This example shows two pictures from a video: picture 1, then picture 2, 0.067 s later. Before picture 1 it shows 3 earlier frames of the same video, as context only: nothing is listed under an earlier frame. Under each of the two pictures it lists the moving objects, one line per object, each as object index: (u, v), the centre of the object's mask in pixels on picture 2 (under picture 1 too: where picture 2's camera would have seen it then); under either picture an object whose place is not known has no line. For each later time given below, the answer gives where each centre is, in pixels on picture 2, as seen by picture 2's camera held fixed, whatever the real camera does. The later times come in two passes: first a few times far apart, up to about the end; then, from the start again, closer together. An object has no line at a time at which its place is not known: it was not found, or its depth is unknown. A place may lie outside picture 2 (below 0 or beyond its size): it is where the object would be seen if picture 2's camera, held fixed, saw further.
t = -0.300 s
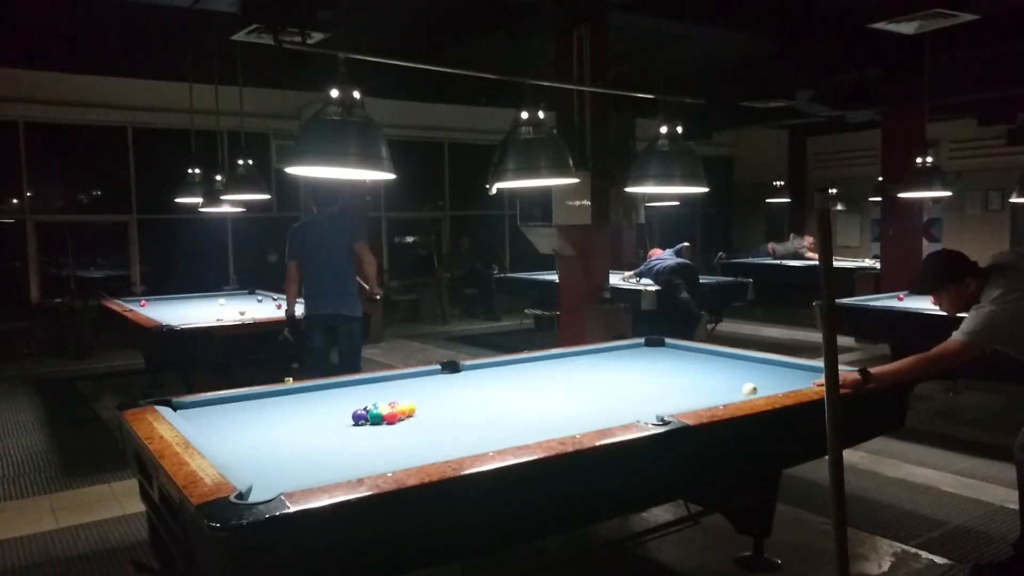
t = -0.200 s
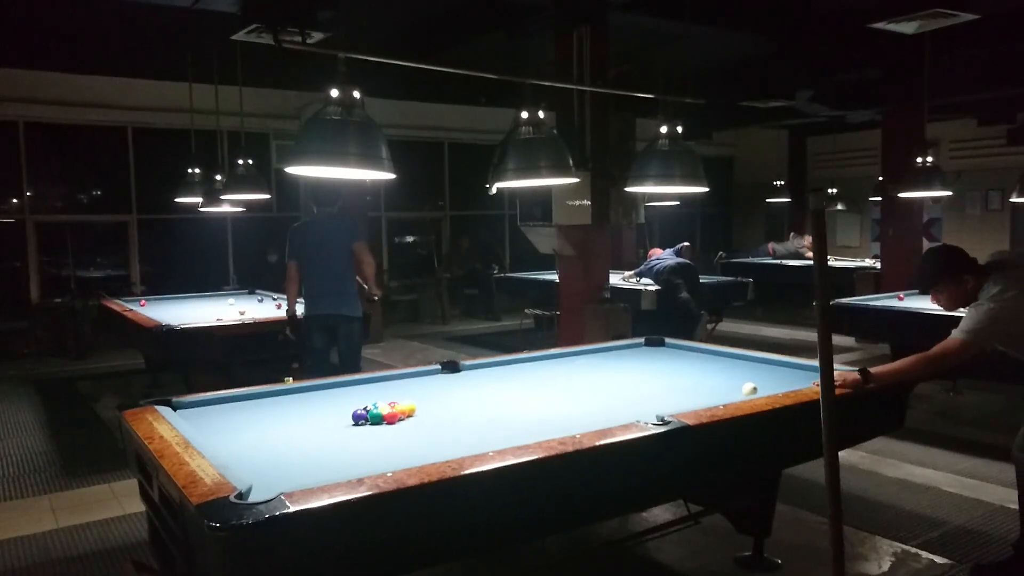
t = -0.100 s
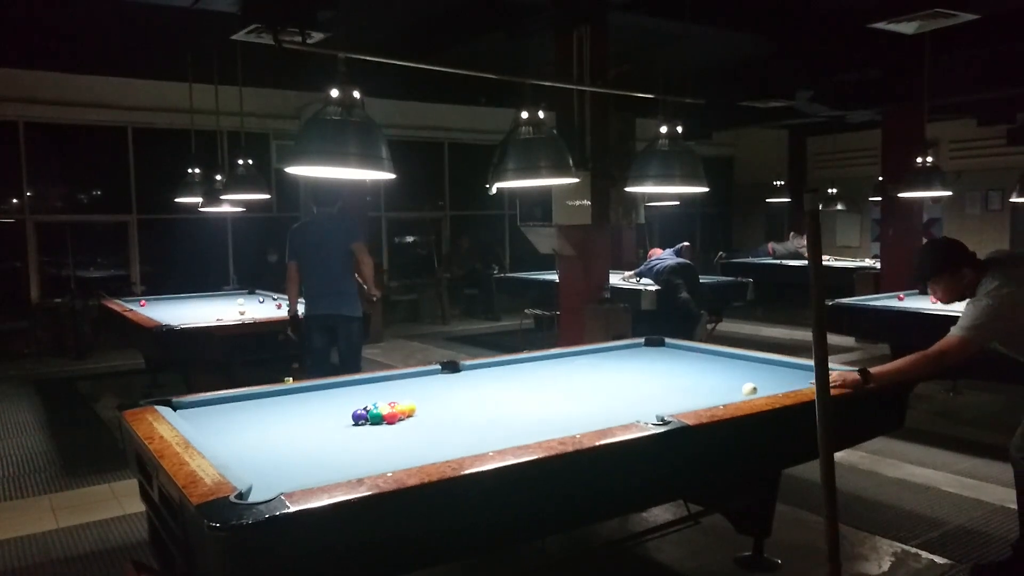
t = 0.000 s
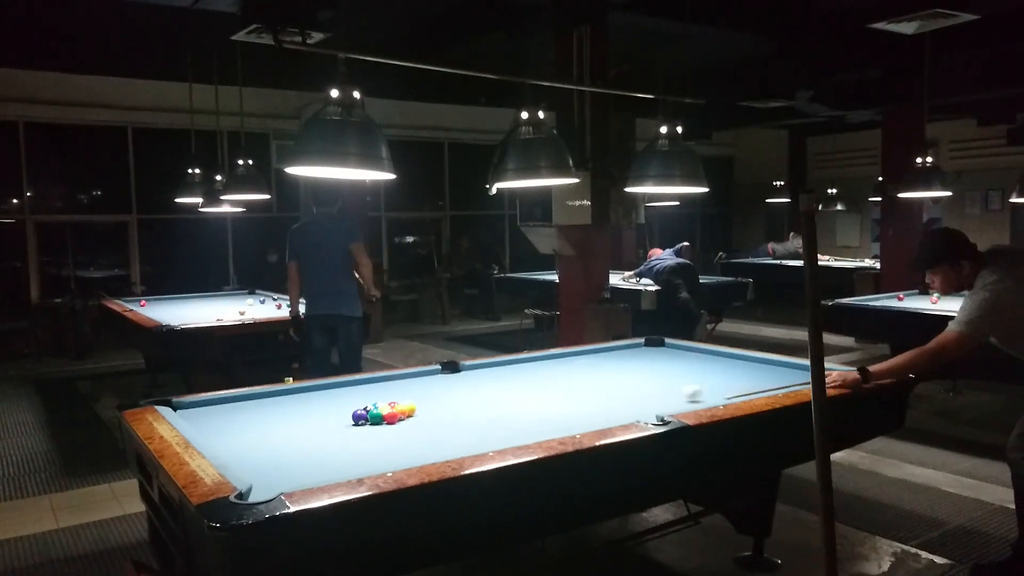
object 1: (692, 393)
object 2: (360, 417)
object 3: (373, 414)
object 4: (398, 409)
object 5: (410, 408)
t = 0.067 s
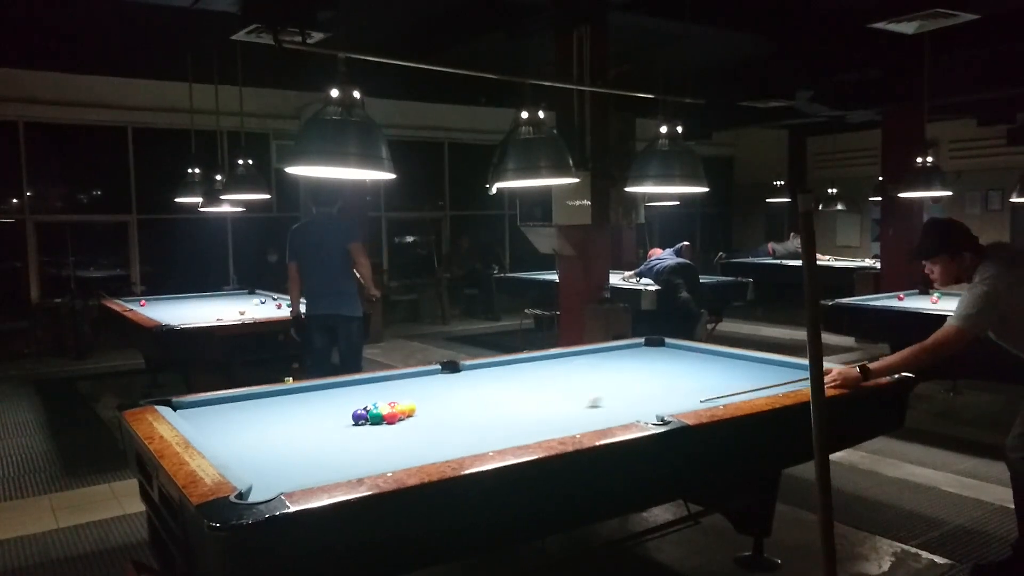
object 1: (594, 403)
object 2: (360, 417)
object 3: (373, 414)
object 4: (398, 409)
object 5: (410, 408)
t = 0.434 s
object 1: (425, 416)
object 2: (287, 442)
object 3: (367, 428)
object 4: (392, 415)
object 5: (418, 397)
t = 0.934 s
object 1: (430, 435)
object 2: (310, 456)
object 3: (349, 453)
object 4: (376, 427)
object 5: (433, 379)
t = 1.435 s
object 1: (435, 451)
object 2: (415, 450)
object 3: (340, 470)
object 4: (361, 435)
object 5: (462, 370)
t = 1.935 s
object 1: (429, 452)
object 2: (508, 439)
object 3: (357, 451)
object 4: (346, 441)
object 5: (509, 370)
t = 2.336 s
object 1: (423, 450)
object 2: (539, 431)
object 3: (366, 437)
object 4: (338, 445)
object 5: (543, 370)
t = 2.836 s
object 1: (418, 448)
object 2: (569, 422)
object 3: (374, 424)
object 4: (330, 450)
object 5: (582, 370)
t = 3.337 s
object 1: (414, 445)
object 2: (592, 414)
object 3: (380, 414)
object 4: (324, 453)
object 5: (617, 370)
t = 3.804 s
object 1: (413, 445)
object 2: (610, 408)
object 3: (384, 406)
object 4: (321, 453)
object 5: (646, 370)
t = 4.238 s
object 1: (413, 444)
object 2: (623, 402)
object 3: (385, 400)
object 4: (321, 453)
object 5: (668, 370)
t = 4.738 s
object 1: (413, 444)
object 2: (634, 399)
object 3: (387, 396)
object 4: (321, 452)
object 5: (690, 370)
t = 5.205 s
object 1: (413, 445)
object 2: (642, 396)
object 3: (387, 393)
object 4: (321, 453)
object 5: (706, 370)
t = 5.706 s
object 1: (413, 444)
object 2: (647, 393)
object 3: (387, 391)
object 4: (321, 452)
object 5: (719, 370)
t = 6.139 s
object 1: (413, 445)
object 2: (649, 392)
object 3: (387, 390)
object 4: (321, 452)
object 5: (726, 370)
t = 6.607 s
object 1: (413, 444)
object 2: (650, 392)
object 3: (386, 390)
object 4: (320, 453)
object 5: (729, 370)
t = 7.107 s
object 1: (413, 444)
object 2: (650, 392)
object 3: (386, 390)
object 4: (321, 452)
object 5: (729, 370)
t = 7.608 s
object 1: (413, 445)
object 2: (650, 392)
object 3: (386, 390)
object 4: (321, 452)
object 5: (729, 370)
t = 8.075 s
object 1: (413, 445)
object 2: (650, 392)
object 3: (386, 390)
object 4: (321, 453)
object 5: (729, 370)
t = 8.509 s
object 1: (413, 445)
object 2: (650, 392)
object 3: (386, 390)
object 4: (321, 452)
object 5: (729, 370)
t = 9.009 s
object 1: (413, 444)
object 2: (650, 392)
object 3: (386, 390)
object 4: (321, 452)
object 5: (729, 370)
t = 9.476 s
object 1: (413, 445)
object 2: (650, 392)
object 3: (386, 390)
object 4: (321, 453)
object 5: (729, 370)
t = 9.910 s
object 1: (413, 445)
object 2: (650, 392)
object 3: (386, 390)
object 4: (321, 452)
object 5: (729, 370)
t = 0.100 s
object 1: (545, 406)
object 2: (360, 417)
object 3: (373, 414)
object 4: (398, 409)
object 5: (410, 408)
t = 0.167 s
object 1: (445, 411)
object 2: (360, 417)
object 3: (373, 414)
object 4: (398, 409)
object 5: (410, 408)
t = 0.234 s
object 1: (424, 411)
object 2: (343, 422)
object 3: (366, 416)
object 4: (397, 409)
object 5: (411, 406)
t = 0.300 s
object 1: (425, 412)
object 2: (324, 430)
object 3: (371, 422)
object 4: (397, 412)
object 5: (413, 403)
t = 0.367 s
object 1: (425, 415)
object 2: (305, 436)
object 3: (369, 425)
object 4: (394, 414)
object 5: (416, 400)
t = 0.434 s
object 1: (425, 416)
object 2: (287, 442)
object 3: (367, 428)
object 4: (392, 415)
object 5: (418, 397)
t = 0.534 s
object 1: (426, 420)
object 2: (257, 452)
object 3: (364, 433)
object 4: (389, 418)
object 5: (421, 393)
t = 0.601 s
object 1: (427, 423)
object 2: (237, 458)
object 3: (361, 436)
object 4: (386, 420)
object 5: (424, 391)
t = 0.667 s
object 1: (428, 425)
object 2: (249, 459)
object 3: (359, 440)
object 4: (385, 422)
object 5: (425, 388)
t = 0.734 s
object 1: (429, 428)
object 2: (265, 458)
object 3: (357, 443)
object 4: (382, 423)
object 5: (428, 386)
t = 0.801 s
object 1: (429, 430)
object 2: (280, 457)
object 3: (354, 446)
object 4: (380, 424)
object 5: (429, 383)
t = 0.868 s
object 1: (430, 433)
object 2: (295, 456)
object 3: (351, 450)
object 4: (378, 425)
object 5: (431, 381)
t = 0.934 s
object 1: (430, 435)
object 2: (310, 456)
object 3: (349, 453)
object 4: (376, 427)
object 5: (433, 379)
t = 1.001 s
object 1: (431, 438)
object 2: (325, 455)
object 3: (346, 458)
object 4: (374, 428)
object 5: (435, 377)
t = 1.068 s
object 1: (432, 440)
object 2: (338, 449)
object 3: (343, 461)
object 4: (372, 428)
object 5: (436, 375)
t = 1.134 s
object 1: (432, 443)
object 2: (354, 453)
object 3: (341, 465)
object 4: (370, 430)
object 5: (438, 373)
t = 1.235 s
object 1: (433, 447)
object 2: (375, 452)
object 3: (336, 469)
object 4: (367, 432)
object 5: (442, 371)
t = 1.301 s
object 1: (434, 448)
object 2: (388, 451)
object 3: (333, 471)
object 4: (365, 433)
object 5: (449, 371)
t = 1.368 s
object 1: (434, 449)
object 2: (402, 450)
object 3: (337, 472)
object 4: (363, 434)
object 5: (455, 370)
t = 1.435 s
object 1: (435, 451)
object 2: (415, 450)
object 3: (340, 470)
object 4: (361, 435)
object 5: (462, 370)
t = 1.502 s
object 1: (435, 452)
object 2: (427, 446)
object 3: (343, 468)
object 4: (359, 436)
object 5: (468, 370)
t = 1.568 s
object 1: (436, 453)
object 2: (443, 445)
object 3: (346, 466)
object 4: (357, 436)
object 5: (475, 370)
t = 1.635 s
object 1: (434, 453)
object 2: (454, 446)
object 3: (348, 463)
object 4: (356, 437)
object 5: (482, 370)
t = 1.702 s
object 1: (433, 453)
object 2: (466, 444)
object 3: (350, 460)
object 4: (354, 438)
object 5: (488, 370)
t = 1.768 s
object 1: (432, 452)
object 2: (479, 443)
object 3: (352, 457)
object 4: (352, 439)
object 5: (494, 370)
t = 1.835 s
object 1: (430, 453)
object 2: (490, 442)
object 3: (354, 455)
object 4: (350, 439)
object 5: (500, 370)
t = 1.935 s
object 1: (429, 452)
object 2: (508, 439)
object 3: (357, 451)
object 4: (346, 441)
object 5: (509, 370)
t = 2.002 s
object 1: (428, 452)
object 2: (515, 438)
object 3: (358, 448)
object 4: (345, 442)
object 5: (515, 370)
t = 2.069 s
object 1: (427, 451)
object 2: (520, 437)
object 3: (360, 446)
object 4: (344, 443)
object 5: (521, 370)
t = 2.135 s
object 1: (426, 451)
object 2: (525, 435)
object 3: (362, 444)
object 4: (342, 444)
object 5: (526, 370)
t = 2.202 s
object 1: (425, 451)
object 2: (530, 434)
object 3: (363, 441)
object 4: (341, 445)
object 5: (532, 370)
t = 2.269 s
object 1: (424, 450)
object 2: (535, 432)
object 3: (364, 439)
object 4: (340, 445)
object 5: (538, 370)
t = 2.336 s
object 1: (423, 450)
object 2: (539, 431)
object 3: (366, 437)
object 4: (338, 445)
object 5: (543, 370)
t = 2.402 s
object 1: (422, 450)
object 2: (544, 430)
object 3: (367, 435)
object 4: (337, 446)
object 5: (548, 370)
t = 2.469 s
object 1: (422, 450)
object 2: (548, 429)
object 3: (369, 433)
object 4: (336, 448)
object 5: (554, 370)
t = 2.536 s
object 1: (421, 450)
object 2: (552, 427)
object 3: (370, 431)
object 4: (335, 448)
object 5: (560, 370)
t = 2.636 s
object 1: (420, 448)
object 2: (558, 425)
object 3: (371, 429)
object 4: (333, 448)
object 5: (567, 370)
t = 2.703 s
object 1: (419, 448)
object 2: (562, 425)
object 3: (372, 427)
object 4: (331, 449)
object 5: (572, 370)
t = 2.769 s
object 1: (418, 448)
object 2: (566, 423)
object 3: (373, 426)
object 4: (330, 450)
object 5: (577, 370)
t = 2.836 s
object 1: (418, 448)
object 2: (569, 422)
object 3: (374, 424)
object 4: (330, 450)
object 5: (582, 370)
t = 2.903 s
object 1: (417, 448)
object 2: (573, 421)
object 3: (375, 422)
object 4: (329, 450)
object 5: (587, 370)
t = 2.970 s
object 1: (416, 448)
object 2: (576, 420)
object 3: (376, 421)
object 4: (328, 451)
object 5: (592, 370)
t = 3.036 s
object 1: (415, 448)
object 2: (579, 419)
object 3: (377, 420)
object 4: (327, 451)
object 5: (597, 370)
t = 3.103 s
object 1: (415, 447)
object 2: (582, 418)
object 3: (377, 418)
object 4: (326, 452)
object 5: (601, 370)
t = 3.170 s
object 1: (415, 446)
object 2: (585, 417)
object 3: (378, 416)
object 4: (325, 452)
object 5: (606, 370)
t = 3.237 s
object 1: (414, 446)
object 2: (588, 416)
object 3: (379, 415)
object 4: (325, 452)
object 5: (611, 370)
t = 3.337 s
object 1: (414, 445)
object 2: (592, 414)
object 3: (380, 414)
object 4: (324, 453)
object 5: (617, 370)
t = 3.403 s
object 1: (413, 445)
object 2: (595, 413)
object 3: (380, 412)
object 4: (323, 453)
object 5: (621, 370)
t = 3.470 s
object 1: (413, 445)
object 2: (598, 412)
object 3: (381, 411)
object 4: (323, 453)
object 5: (626, 370)
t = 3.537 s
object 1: (413, 445)
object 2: (600, 411)
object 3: (382, 410)
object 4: (322, 453)
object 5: (630, 370)
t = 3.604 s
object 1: (413, 445)
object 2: (603, 410)
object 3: (382, 409)
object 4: (322, 453)
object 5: (634, 370)
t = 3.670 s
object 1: (413, 445)
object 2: (605, 409)
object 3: (383, 408)
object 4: (321, 453)
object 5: (638, 370)
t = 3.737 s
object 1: (413, 445)
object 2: (607, 408)
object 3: (383, 407)
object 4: (321, 453)
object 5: (642, 370)
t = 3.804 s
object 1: (413, 445)
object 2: (610, 408)
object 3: (384, 406)
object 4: (321, 453)
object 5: (646, 370)
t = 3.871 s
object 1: (413, 444)
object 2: (612, 407)
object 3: (384, 405)
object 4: (321, 453)
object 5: (649, 370)
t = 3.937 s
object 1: (413, 444)
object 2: (614, 406)
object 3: (384, 404)
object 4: (321, 453)
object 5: (653, 370)
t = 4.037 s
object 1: (413, 444)
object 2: (617, 405)
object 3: (385, 403)
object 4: (321, 453)
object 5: (658, 370)
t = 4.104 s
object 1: (413, 444)
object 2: (619, 404)
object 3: (385, 402)
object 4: (321, 453)
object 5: (662, 370)
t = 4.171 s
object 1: (413, 444)
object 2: (621, 403)
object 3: (385, 401)
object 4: (321, 453)
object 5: (665, 370)
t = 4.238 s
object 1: (413, 444)
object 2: (623, 402)
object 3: (385, 400)
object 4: (321, 453)
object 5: (668, 370)
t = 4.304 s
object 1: (413, 444)
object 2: (625, 402)
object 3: (386, 400)
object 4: (321, 453)
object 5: (672, 370)
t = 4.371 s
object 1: (413, 445)
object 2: (626, 401)
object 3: (386, 399)
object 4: (321, 453)
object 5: (675, 370)
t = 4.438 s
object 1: (413, 444)
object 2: (628, 401)
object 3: (386, 398)
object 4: (321, 452)
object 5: (678, 370)
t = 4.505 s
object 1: (413, 444)
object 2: (629, 400)
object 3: (387, 398)
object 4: (321, 453)
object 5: (681, 370)
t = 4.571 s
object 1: (413, 445)
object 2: (631, 400)
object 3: (386, 397)
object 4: (321, 452)
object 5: (683, 370)
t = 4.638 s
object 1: (413, 444)
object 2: (632, 399)
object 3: (387, 396)
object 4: (321, 453)
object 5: (686, 370)
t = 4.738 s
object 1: (413, 444)
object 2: (634, 399)
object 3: (387, 396)
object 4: (321, 452)
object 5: (690, 370)
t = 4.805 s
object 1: (413, 444)
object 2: (636, 398)
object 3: (387, 395)
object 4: (320, 453)
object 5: (693, 370)
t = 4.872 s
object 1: (413, 445)
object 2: (637, 398)
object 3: (387, 395)
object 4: (321, 452)
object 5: (696, 370)
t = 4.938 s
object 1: (413, 444)
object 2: (638, 397)
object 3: (387, 394)
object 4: (321, 452)
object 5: (698, 370)
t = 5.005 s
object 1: (413, 445)
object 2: (639, 397)
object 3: (387, 394)
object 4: (321, 452)
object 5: (700, 370)
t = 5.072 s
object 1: (413, 445)
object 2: (640, 396)
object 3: (387, 393)
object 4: (320, 453)
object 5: (702, 370)
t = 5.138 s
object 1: (413, 445)
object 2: (642, 396)
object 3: (387, 393)
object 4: (321, 452)
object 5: (705, 370)
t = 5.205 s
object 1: (413, 445)
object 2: (642, 396)
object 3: (387, 393)
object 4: (321, 453)
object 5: (706, 370)
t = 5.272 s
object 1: (413, 445)
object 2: (643, 395)
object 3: (387, 392)
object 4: (321, 452)
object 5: (708, 370)
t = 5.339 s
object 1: (413, 445)
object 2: (644, 395)
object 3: (387, 392)
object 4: (321, 452)
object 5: (710, 370)
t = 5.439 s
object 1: (413, 444)
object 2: (645, 395)
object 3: (387, 392)
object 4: (321, 452)
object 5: (713, 370)
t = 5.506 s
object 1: (413, 444)
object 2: (646, 394)
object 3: (387, 392)
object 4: (321, 452)
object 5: (714, 370)
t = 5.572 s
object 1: (413, 444)
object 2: (646, 394)
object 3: (387, 391)
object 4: (321, 452)
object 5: (716, 370)
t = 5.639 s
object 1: (413, 444)
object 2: (647, 394)
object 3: (387, 391)
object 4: (321, 452)
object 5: (717, 370)
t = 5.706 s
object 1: (413, 444)
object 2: (647, 393)
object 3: (387, 391)
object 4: (321, 452)
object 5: (719, 370)
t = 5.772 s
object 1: (413, 444)
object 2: (648, 393)
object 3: (387, 391)
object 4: (321, 452)
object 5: (720, 370)
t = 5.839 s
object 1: (413, 445)
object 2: (648, 393)
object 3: (387, 390)
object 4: (321, 452)
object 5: (721, 370)
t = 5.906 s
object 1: (413, 444)
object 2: (649, 393)
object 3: (387, 391)
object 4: (321, 452)
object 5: (723, 370)
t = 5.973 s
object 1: (413, 444)
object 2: (649, 393)
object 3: (387, 390)
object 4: (321, 453)
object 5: (724, 370)
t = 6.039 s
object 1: (413, 444)
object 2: (649, 393)
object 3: (387, 390)
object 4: (321, 452)
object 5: (725, 370)
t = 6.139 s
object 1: (413, 445)
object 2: (649, 392)
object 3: (387, 390)
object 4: (321, 452)
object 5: (726, 370)
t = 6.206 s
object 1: (413, 445)
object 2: (650, 392)
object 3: (387, 390)
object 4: (321, 453)
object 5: (726, 370)
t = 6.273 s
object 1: (413, 445)
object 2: (650, 392)
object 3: (387, 390)
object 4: (321, 453)
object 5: (727, 370)
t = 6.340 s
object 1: (413, 445)
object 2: (650, 392)
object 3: (386, 390)
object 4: (321, 452)
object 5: (727, 370)
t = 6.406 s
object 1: (413, 444)
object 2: (650, 392)
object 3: (386, 390)
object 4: (321, 453)
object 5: (728, 370)
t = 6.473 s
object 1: (413, 444)
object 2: (650, 392)
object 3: (386, 390)
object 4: (321, 453)
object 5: (729, 370)
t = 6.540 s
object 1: (413, 444)
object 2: (650, 392)
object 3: (386, 390)
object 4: (321, 452)
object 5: (729, 370)
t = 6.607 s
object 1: (413, 444)
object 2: (650, 392)
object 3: (386, 390)
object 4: (320, 453)
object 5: (729, 370)
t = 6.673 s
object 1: (413, 444)
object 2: (650, 392)
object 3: (386, 390)
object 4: (321, 452)
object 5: (729, 370)
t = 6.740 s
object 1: (413, 445)
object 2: (650, 392)
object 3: (386, 390)
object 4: (321, 453)
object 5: (729, 370)
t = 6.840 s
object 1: (413, 444)
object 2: (650, 392)
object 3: (386, 390)
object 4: (320, 453)
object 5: (730, 370)
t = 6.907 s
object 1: (413, 444)
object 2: (650, 392)
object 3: (386, 390)
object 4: (321, 453)
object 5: (729, 370)
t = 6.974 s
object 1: (413, 445)
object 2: (650, 392)
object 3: (386, 390)
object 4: (320, 453)
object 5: (729, 370)
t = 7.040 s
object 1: (413, 445)
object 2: (650, 392)
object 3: (386, 390)
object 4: (321, 453)
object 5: (729, 370)
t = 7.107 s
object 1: (413, 444)
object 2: (650, 392)
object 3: (386, 390)
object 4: (321, 452)
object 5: (729, 370)
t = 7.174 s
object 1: (413, 444)
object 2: (650, 392)
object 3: (386, 390)
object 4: (321, 452)
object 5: (729, 370)
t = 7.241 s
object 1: (413, 444)
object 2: (650, 392)
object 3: (386, 390)
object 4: (321, 453)
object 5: (729, 370)
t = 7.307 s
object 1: (413, 444)
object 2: (650, 392)
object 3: (386, 390)
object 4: (321, 452)
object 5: (729, 370)
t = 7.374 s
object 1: (413, 445)
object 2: (650, 392)
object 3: (386, 390)
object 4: (321, 452)
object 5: (729, 370)
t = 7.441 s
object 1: (413, 445)
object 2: (650, 392)
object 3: (386, 390)
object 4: (321, 453)
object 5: (729, 370)
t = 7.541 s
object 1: (413, 444)
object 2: (650, 392)
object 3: (386, 390)
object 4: (321, 452)
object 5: (729, 370)
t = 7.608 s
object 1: (413, 445)
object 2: (650, 392)
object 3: (386, 390)
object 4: (321, 452)
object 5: (729, 370)
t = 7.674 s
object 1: (413, 445)
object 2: (650, 392)
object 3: (386, 390)
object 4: (321, 453)
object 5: (729, 370)
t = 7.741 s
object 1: (413, 444)
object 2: (650, 392)
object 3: (386, 390)
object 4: (321, 453)
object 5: (729, 370)
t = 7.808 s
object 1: (413, 444)
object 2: (650, 392)
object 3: (386, 390)
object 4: (321, 452)
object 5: (729, 370)
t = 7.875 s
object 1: (413, 444)
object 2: (650, 392)
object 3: (386, 390)
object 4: (321, 453)
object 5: (729, 370)
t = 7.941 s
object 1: (413, 445)
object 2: (650, 392)
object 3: (386, 390)
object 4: (321, 452)
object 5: (729, 370)
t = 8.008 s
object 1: (413, 445)
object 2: (650, 392)
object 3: (386, 390)
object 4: (320, 453)
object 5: (729, 370)
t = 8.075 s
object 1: (413, 445)
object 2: (650, 392)
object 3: (386, 390)
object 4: (321, 453)
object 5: (729, 370)
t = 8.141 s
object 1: (413, 444)
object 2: (650, 392)
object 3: (386, 390)
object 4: (321, 452)
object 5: (729, 370)
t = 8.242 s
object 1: (413, 444)
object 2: (650, 392)
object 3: (386, 390)
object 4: (321, 452)
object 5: (729, 370)
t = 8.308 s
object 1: (413, 444)
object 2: (650, 392)
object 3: (386, 390)
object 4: (321, 452)
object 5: (729, 370)
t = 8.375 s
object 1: (413, 444)
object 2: (650, 392)
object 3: (386, 390)
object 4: (320, 453)
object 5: (729, 370)
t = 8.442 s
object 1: (413, 444)
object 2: (650, 392)
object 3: (386, 390)
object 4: (321, 453)
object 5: (729, 370)
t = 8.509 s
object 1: (413, 445)
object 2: (650, 392)
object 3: (386, 390)
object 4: (321, 452)
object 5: (729, 370)
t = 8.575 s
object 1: (413, 444)
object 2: (650, 392)
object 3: (386, 390)
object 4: (321, 453)
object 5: (729, 370)
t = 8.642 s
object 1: (413, 444)
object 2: (650, 392)
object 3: (386, 390)
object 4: (320, 453)
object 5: (729, 370)
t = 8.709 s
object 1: (413, 444)
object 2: (650, 392)
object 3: (386, 390)
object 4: (321, 452)
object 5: (729, 370)
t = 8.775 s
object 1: (413, 445)
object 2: (650, 392)
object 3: (386, 390)
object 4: (321, 452)
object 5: (729, 370)
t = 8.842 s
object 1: (413, 445)
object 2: (650, 392)
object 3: (386, 390)
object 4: (321, 453)
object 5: (729, 370)
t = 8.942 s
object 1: (413, 444)
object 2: (650, 392)
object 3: (386, 390)
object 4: (321, 453)
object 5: (729, 370)
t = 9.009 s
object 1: (413, 444)
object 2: (650, 392)
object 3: (386, 390)
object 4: (321, 452)
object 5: (729, 370)
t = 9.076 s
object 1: (413, 444)
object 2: (650, 392)
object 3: (386, 390)
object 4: (320, 453)
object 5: (729, 370)
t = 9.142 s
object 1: (413, 444)
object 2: (650, 392)
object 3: (386, 390)
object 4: (321, 452)
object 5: (729, 370)
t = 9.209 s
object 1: (413, 445)
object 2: (650, 392)
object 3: (386, 390)
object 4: (321, 452)
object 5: (729, 370)
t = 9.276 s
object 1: (413, 445)
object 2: (650, 392)
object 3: (386, 390)
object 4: (321, 452)
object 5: (729, 370)
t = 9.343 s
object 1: (413, 445)
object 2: (650, 392)
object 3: (386, 390)
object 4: (321, 452)
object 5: (729, 370)
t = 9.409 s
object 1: (413, 445)
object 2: (650, 392)
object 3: (386, 390)
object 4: (321, 452)
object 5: (729, 370)
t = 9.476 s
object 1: (413, 445)
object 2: (650, 392)
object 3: (386, 390)
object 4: (321, 453)
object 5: (729, 370)
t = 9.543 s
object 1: (413, 445)
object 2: (650, 392)
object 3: (386, 390)
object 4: (321, 453)
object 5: (729, 370)
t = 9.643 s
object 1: (413, 445)
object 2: (650, 392)
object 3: (386, 390)
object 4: (321, 453)
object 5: (729, 370)
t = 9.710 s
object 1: (413, 445)
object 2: (650, 392)
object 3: (386, 390)
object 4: (320, 453)
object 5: (729, 370)
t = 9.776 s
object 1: (413, 445)
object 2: (650, 392)
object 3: (386, 390)
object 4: (321, 452)
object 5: (729, 370)
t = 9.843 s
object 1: (413, 445)
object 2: (650, 392)
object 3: (386, 390)
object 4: (321, 453)
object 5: (729, 370)
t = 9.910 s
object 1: (413, 445)
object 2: (650, 392)
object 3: (386, 390)
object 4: (321, 452)
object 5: (729, 370)
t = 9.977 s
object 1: (413, 445)
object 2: (650, 392)
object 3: (386, 390)
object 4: (320, 453)
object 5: (729, 370)
